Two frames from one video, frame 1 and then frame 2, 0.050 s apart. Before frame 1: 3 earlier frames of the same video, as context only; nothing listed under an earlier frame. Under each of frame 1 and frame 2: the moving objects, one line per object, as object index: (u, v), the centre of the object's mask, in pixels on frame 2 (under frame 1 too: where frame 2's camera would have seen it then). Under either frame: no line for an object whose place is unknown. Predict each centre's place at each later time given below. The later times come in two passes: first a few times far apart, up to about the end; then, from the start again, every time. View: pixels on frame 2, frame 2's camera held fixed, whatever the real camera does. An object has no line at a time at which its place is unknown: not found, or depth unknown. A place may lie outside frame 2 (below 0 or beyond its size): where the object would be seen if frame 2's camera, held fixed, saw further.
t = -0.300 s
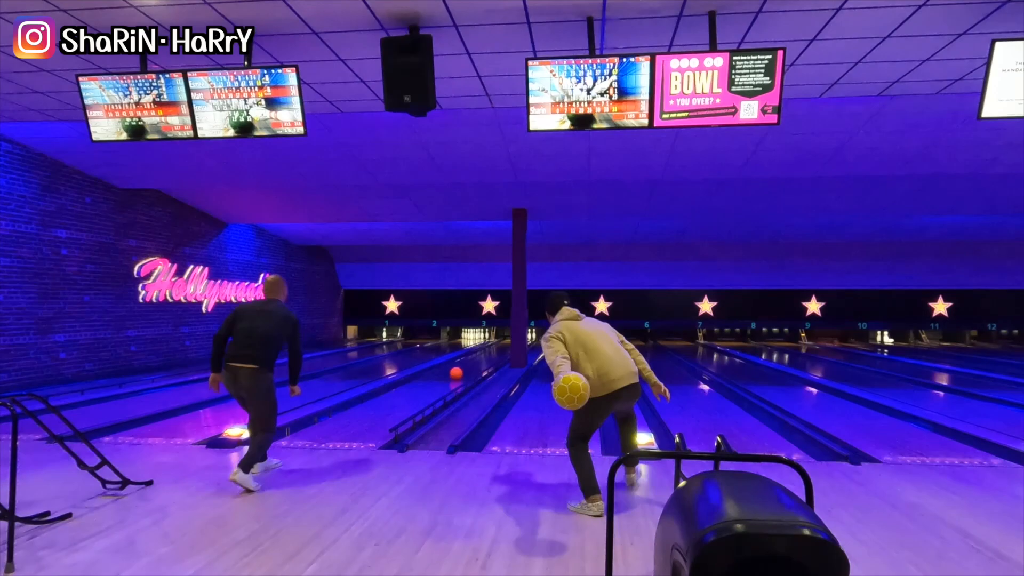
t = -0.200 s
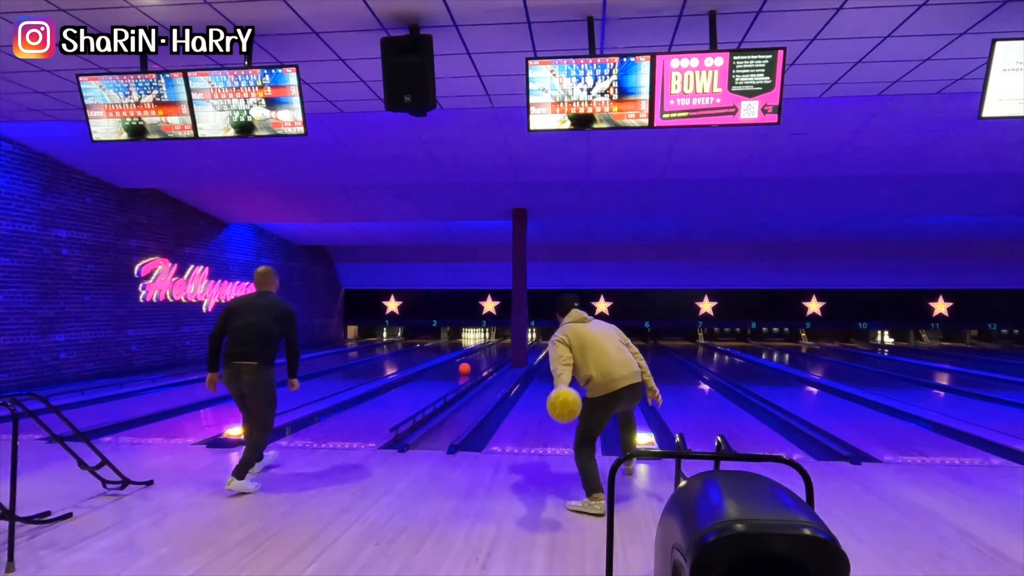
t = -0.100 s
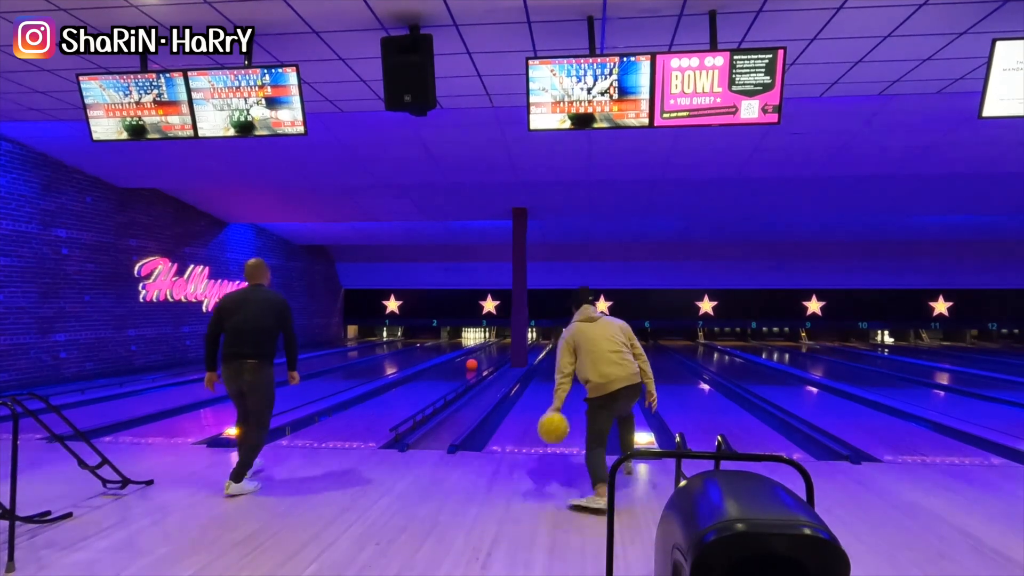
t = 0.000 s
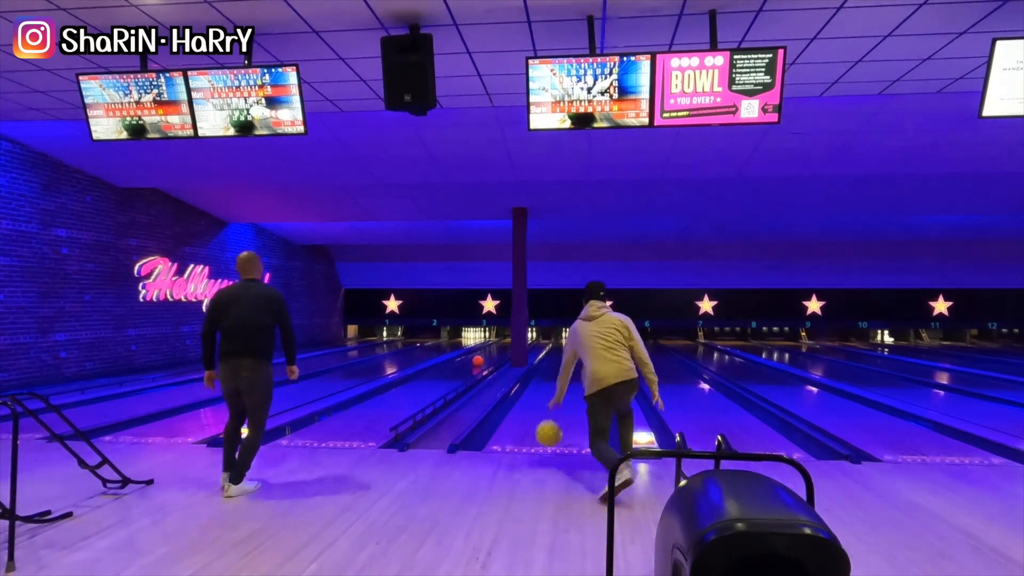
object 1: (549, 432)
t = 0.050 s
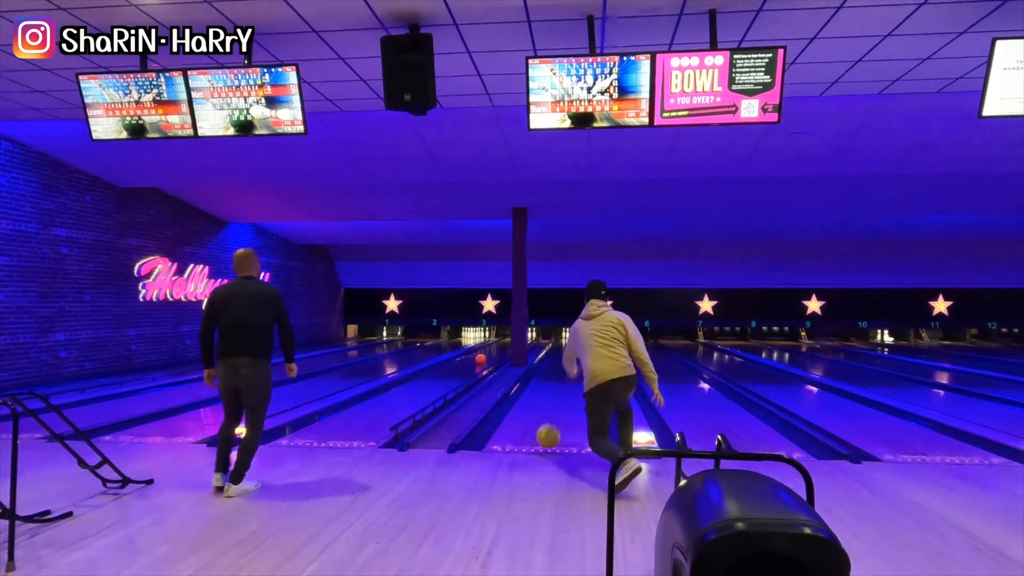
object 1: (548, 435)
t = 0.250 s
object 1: (548, 407)
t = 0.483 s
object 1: (548, 387)
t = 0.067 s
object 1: (548, 436)
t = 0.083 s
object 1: (548, 433)
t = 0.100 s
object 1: (548, 429)
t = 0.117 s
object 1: (548, 424)
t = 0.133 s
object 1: (548, 422)
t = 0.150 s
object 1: (548, 418)
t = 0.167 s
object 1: (548, 415)
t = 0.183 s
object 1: (548, 413)
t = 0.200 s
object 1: (548, 411)
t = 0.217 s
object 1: (548, 410)
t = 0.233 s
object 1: (548, 408)
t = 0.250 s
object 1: (548, 407)
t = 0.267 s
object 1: (548, 407)
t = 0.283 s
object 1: (548, 405)
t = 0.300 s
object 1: (548, 403)
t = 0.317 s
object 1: (548, 401)
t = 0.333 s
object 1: (548, 400)
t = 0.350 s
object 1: (548, 398)
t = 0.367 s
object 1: (548, 397)
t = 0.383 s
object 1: (548, 396)
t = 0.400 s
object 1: (548, 394)
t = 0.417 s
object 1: (548, 393)
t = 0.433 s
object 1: (548, 391)
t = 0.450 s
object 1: (548, 390)
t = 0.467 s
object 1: (548, 388)
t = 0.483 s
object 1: (548, 387)
